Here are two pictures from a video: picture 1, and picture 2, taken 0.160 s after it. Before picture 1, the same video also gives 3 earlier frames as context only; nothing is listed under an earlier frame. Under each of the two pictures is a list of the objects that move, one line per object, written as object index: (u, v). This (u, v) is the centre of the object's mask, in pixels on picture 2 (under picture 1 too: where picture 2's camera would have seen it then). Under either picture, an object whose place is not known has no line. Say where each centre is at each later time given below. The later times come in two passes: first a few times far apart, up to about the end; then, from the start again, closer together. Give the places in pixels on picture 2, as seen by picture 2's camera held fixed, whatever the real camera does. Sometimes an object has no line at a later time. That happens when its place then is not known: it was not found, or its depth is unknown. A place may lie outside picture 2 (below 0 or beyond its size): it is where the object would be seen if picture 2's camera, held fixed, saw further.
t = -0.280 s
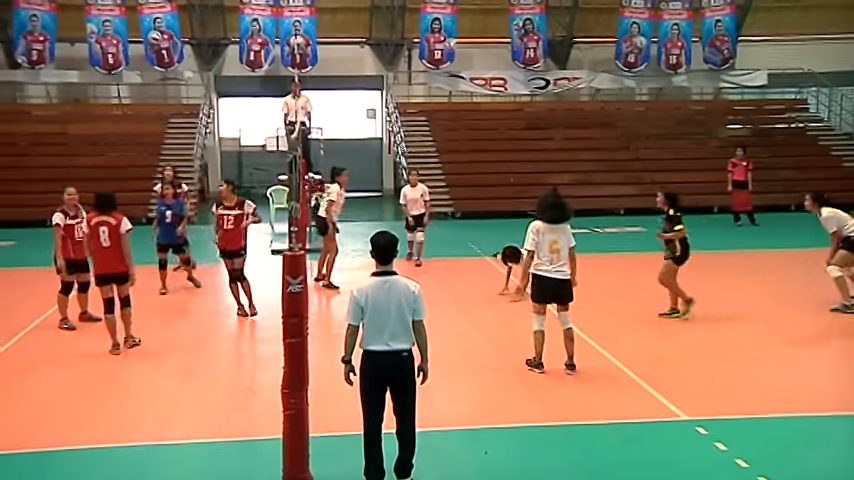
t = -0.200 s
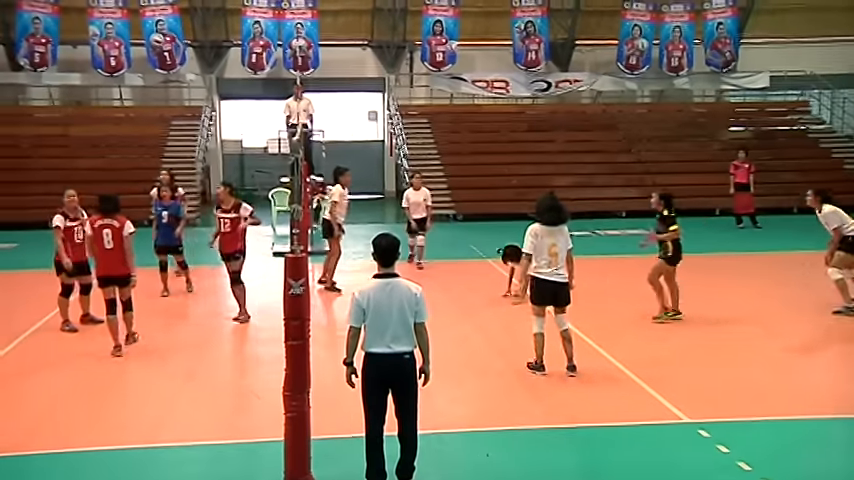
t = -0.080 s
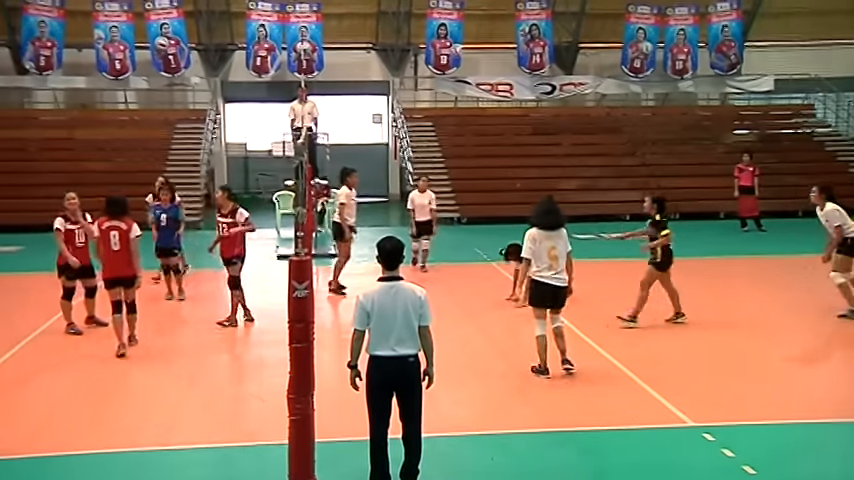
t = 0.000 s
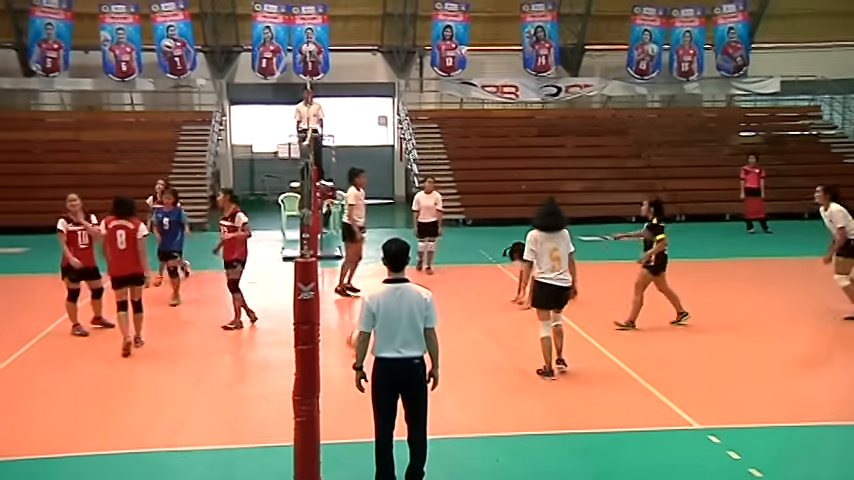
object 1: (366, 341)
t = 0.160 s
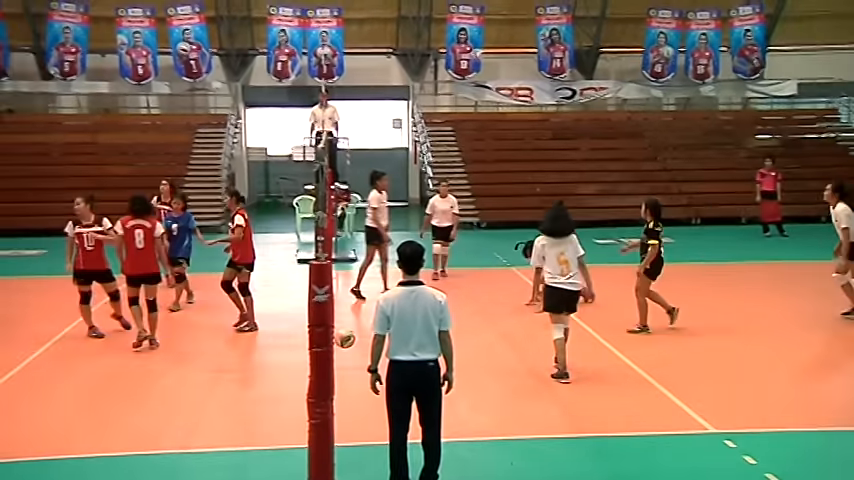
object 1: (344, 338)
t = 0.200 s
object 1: (340, 338)
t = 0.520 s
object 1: (280, 375)
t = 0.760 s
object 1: (229, 383)
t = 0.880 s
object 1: (201, 414)
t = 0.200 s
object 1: (340, 338)
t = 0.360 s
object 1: (304, 354)
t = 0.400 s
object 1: (300, 359)
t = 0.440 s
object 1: (295, 370)
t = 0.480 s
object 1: (287, 380)
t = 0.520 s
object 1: (280, 375)
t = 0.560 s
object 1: (271, 373)
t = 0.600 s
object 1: (263, 371)
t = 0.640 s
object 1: (255, 372)
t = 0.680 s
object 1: (246, 374)
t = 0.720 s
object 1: (238, 379)
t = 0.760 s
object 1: (229, 383)
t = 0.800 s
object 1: (221, 391)
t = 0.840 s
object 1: (211, 402)
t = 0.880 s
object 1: (201, 414)
